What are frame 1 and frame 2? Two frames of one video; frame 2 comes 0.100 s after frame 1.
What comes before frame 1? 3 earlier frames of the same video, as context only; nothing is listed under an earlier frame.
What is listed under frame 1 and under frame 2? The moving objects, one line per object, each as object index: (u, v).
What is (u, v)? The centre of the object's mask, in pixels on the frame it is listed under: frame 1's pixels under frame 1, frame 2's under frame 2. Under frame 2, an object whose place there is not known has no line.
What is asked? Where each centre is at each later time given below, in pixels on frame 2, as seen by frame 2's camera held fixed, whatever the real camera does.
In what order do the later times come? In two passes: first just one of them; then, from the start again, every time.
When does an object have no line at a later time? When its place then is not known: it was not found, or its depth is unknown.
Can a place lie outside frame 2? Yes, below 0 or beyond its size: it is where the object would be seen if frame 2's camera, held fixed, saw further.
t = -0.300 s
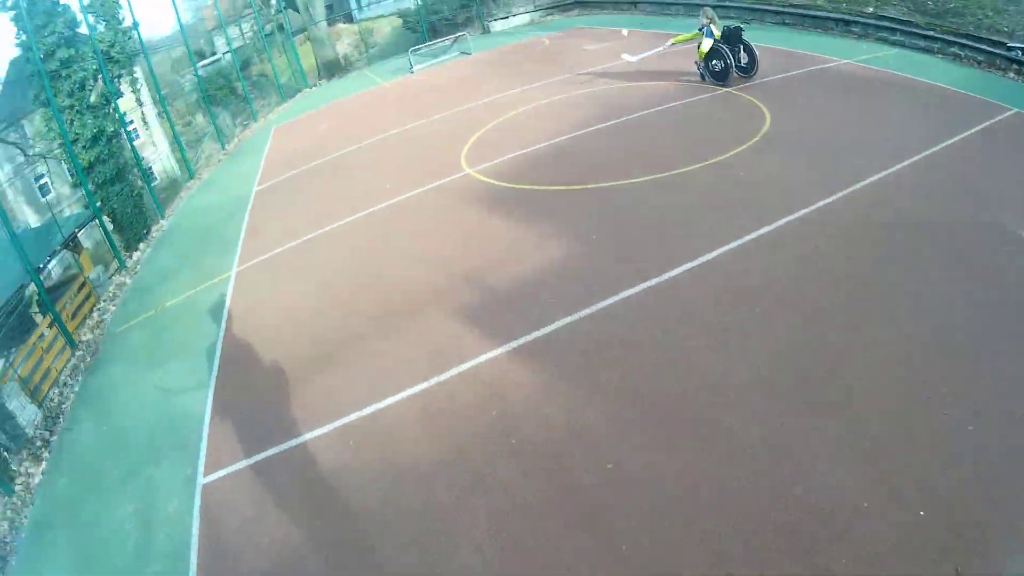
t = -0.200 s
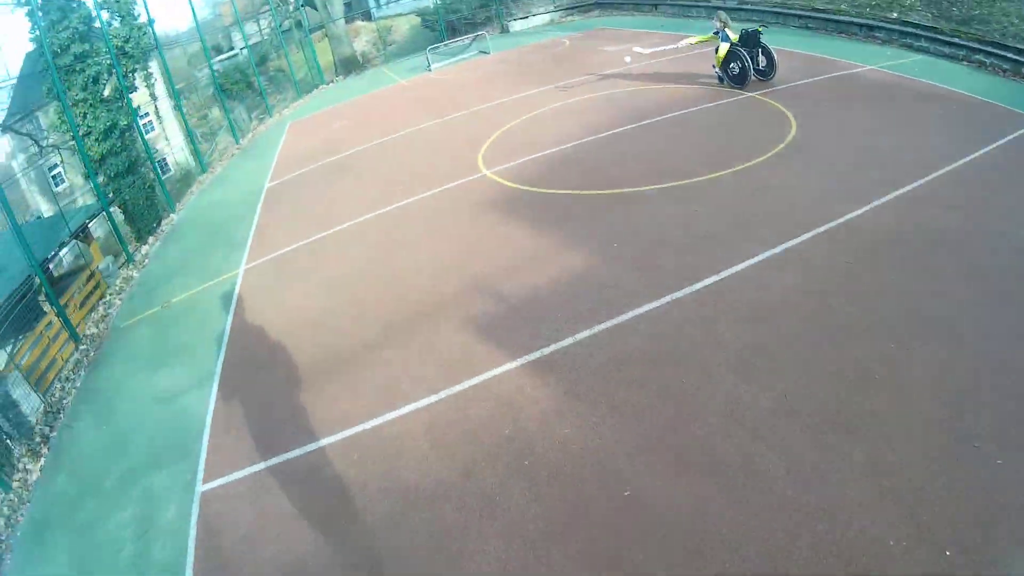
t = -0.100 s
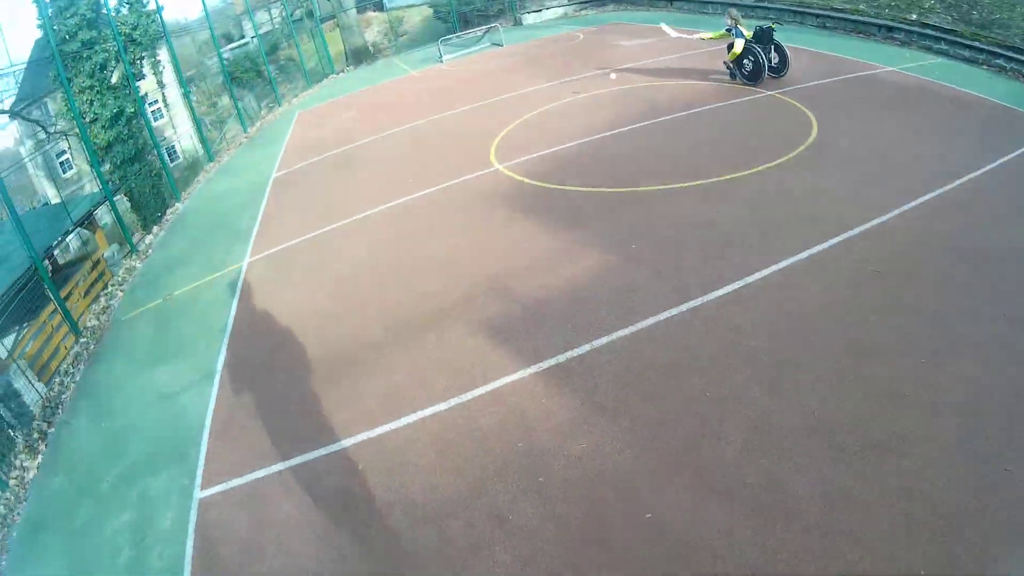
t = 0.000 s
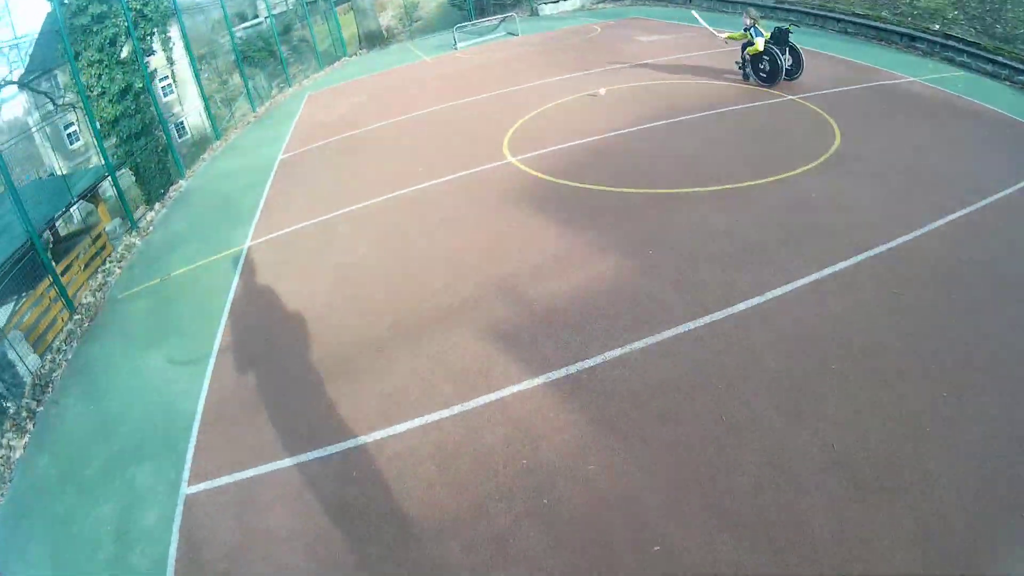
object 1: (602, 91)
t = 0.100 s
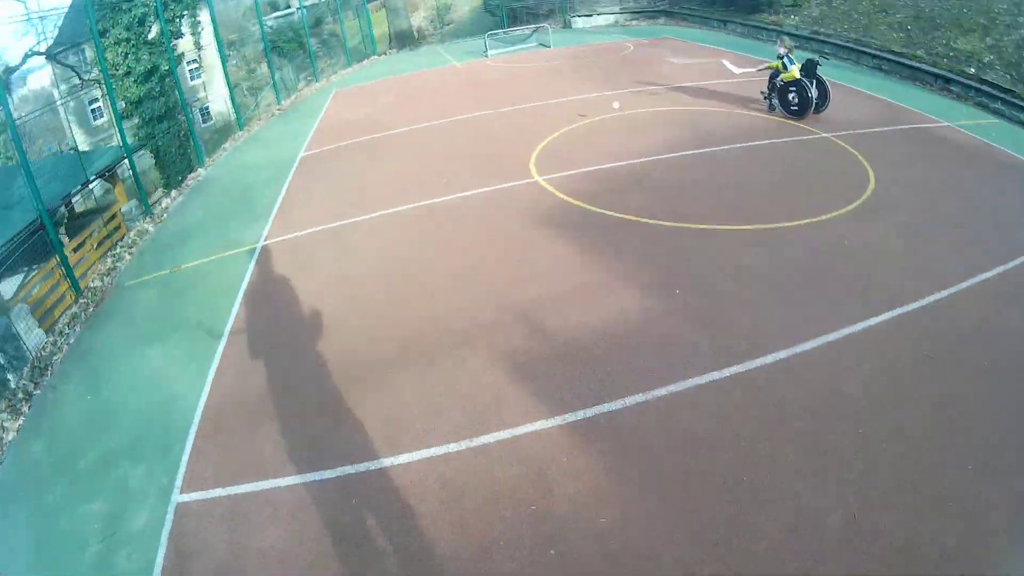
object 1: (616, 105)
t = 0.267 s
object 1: (589, 103)
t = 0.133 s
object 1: (610, 103)
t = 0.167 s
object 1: (606, 100)
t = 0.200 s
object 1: (600, 101)
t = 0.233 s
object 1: (595, 101)
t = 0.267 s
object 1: (589, 103)
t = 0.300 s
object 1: (582, 106)
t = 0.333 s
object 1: (576, 111)
